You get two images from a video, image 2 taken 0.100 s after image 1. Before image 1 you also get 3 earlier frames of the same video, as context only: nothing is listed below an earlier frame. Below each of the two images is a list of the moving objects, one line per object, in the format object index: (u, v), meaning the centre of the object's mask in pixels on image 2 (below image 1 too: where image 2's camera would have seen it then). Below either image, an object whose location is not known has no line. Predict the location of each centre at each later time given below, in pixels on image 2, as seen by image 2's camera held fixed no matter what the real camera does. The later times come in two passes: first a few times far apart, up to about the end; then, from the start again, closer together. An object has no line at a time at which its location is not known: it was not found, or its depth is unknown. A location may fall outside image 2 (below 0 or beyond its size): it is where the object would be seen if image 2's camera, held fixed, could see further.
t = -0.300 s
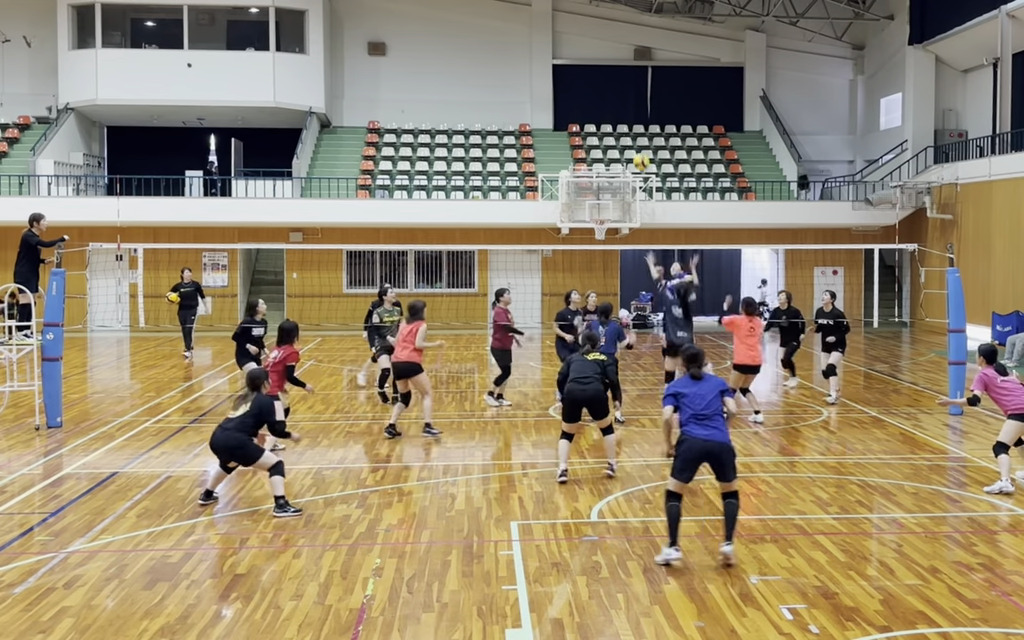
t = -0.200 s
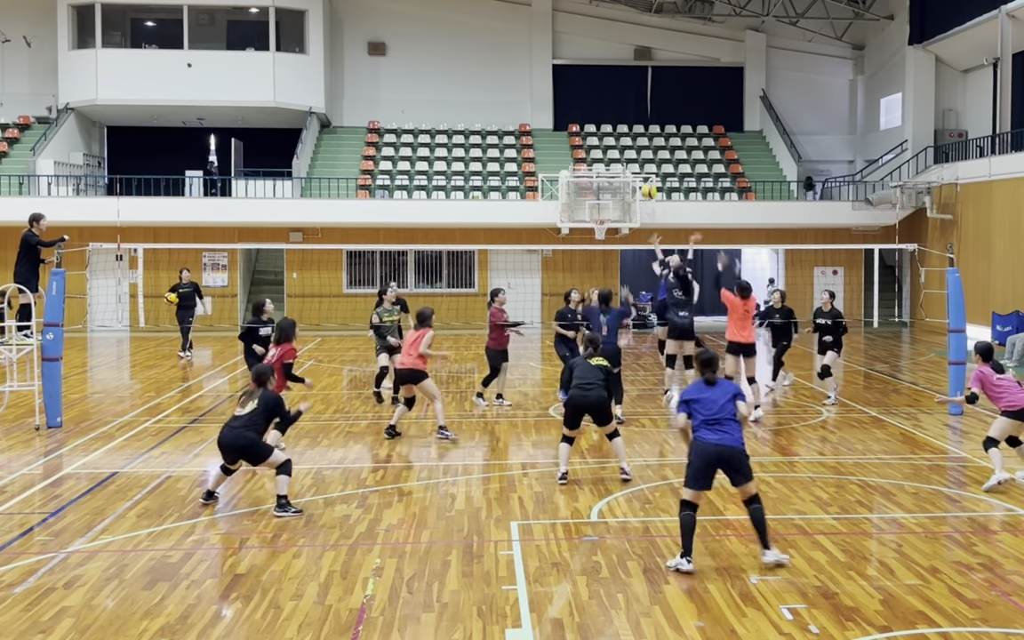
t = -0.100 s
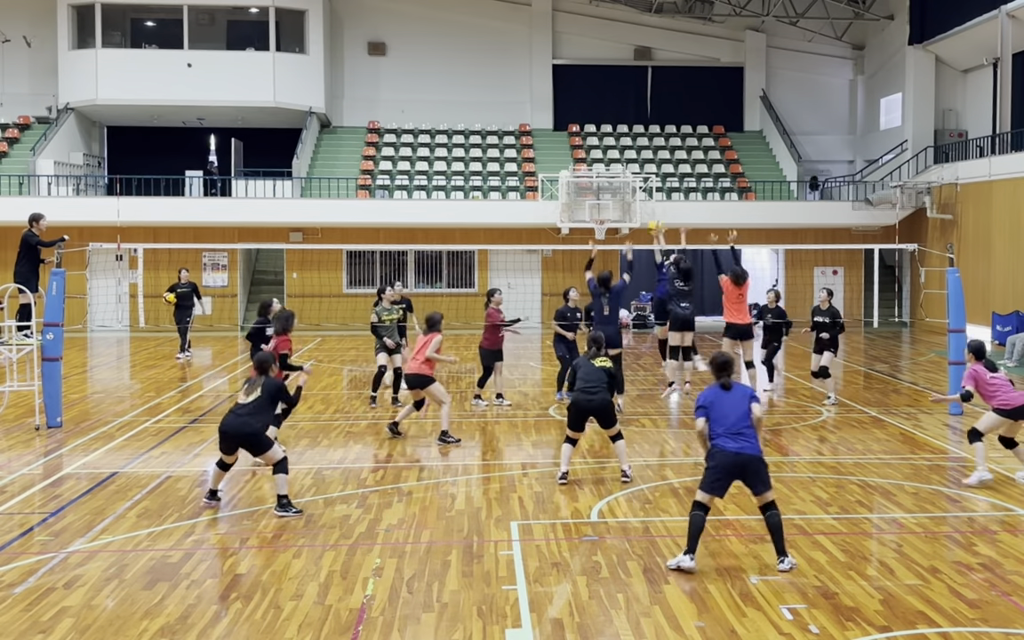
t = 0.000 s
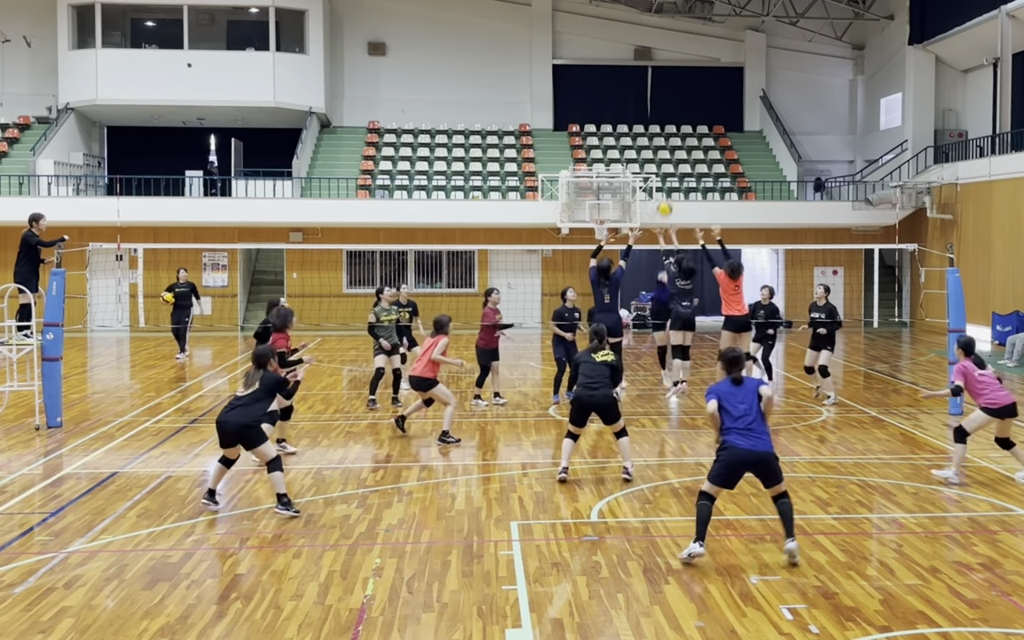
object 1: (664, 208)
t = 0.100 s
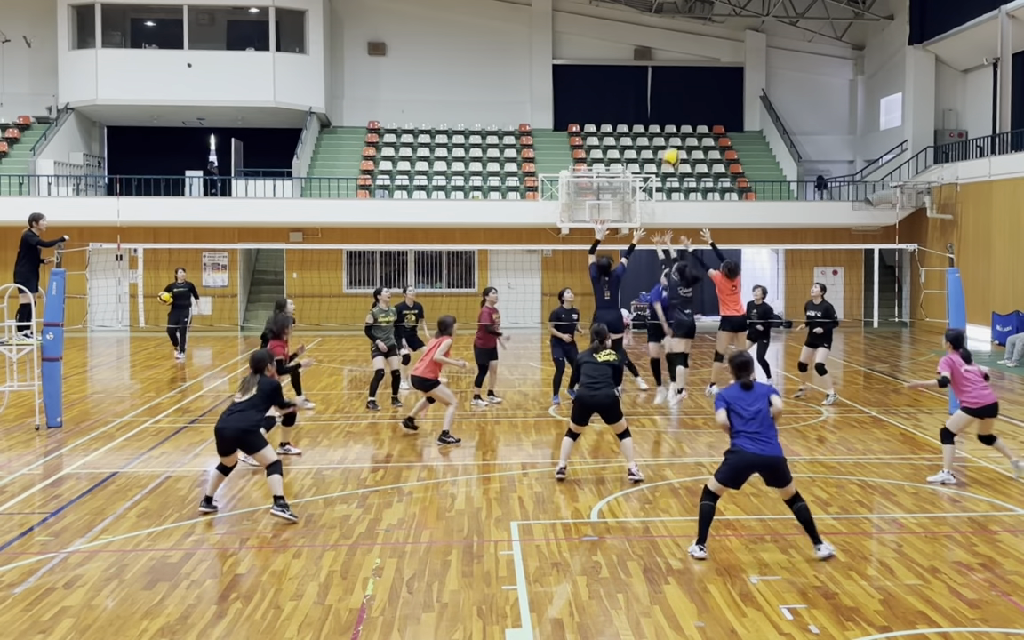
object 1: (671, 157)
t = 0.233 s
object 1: (680, 102)
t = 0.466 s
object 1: (699, 33)
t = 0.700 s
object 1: (719, 12)
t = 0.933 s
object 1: (741, 51)
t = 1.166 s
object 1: (766, 165)
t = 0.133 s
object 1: (673, 143)
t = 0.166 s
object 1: (675, 127)
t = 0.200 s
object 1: (678, 115)
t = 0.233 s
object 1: (680, 102)
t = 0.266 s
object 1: (683, 90)
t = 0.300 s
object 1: (685, 78)
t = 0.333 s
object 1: (688, 68)
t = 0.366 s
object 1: (691, 57)
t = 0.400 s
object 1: (693, 48)
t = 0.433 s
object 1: (696, 41)
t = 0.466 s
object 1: (699, 33)
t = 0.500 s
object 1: (701, 28)
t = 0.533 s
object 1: (704, 22)
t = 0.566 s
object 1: (707, 18)
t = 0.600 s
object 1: (710, 15)
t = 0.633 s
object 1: (713, 13)
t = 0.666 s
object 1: (716, 12)
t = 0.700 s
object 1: (719, 12)
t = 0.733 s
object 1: (722, 14)
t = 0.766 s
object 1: (725, 17)
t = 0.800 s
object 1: (728, 21)
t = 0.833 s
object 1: (731, 27)
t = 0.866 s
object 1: (735, 33)
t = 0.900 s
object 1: (738, 41)
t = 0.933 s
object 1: (741, 51)
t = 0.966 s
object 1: (745, 63)
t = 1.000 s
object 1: (748, 75)
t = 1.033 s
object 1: (751, 89)
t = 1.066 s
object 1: (755, 106)
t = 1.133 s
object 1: (762, 144)
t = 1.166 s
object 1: (766, 165)
